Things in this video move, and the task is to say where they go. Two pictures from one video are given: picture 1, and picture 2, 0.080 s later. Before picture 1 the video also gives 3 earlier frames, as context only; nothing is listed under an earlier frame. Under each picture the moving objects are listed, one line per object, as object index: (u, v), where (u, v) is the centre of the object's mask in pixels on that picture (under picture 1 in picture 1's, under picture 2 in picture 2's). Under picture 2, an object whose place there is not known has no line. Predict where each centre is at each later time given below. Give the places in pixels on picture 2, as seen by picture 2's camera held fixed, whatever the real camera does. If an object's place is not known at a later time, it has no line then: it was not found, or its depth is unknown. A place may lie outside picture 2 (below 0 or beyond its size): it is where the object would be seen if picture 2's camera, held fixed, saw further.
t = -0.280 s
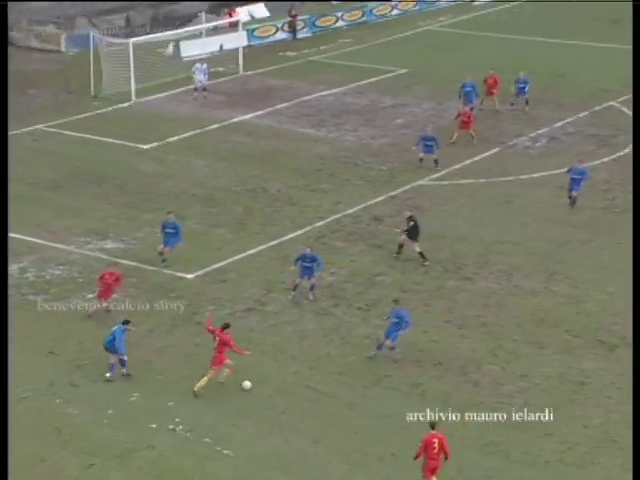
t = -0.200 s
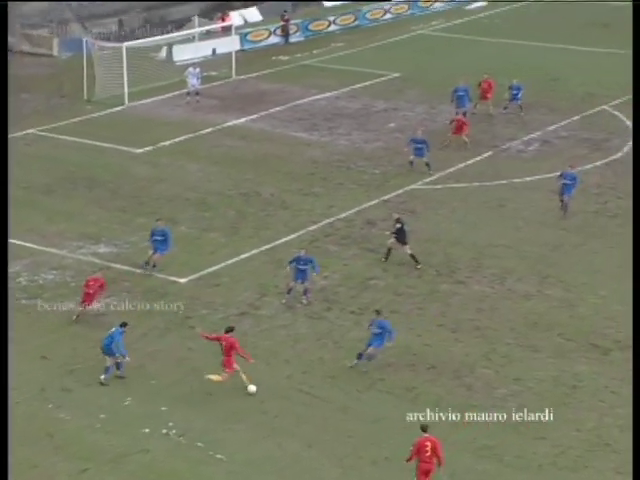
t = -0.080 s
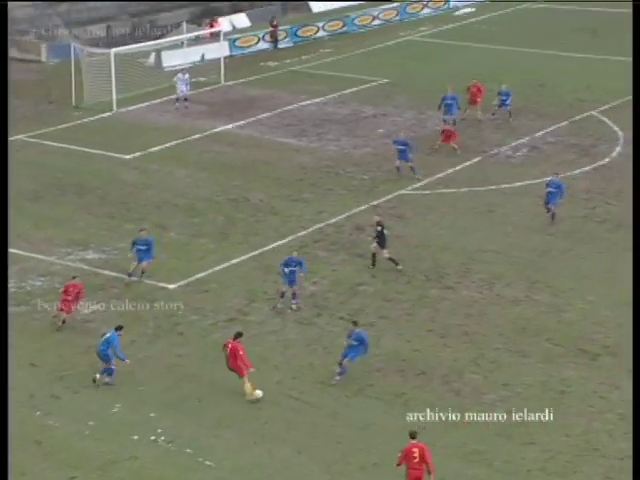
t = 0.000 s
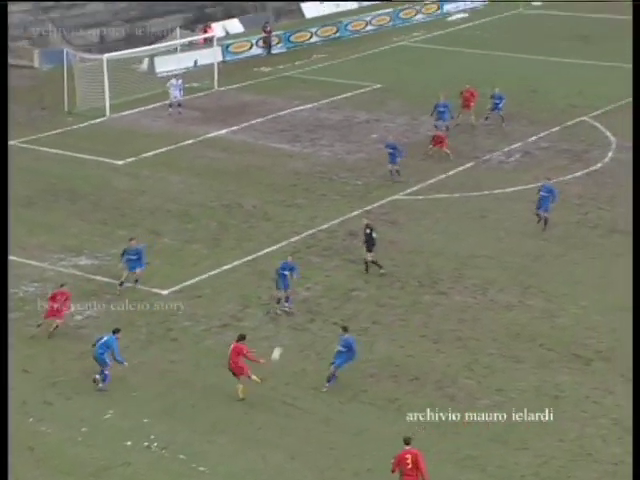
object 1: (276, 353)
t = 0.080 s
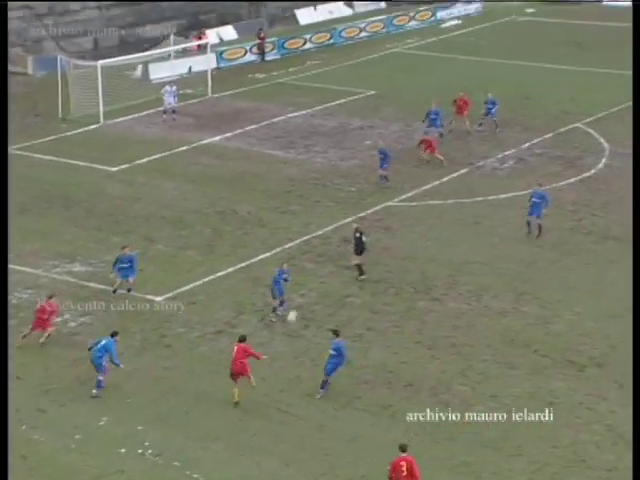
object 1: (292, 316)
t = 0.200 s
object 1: (317, 261)
